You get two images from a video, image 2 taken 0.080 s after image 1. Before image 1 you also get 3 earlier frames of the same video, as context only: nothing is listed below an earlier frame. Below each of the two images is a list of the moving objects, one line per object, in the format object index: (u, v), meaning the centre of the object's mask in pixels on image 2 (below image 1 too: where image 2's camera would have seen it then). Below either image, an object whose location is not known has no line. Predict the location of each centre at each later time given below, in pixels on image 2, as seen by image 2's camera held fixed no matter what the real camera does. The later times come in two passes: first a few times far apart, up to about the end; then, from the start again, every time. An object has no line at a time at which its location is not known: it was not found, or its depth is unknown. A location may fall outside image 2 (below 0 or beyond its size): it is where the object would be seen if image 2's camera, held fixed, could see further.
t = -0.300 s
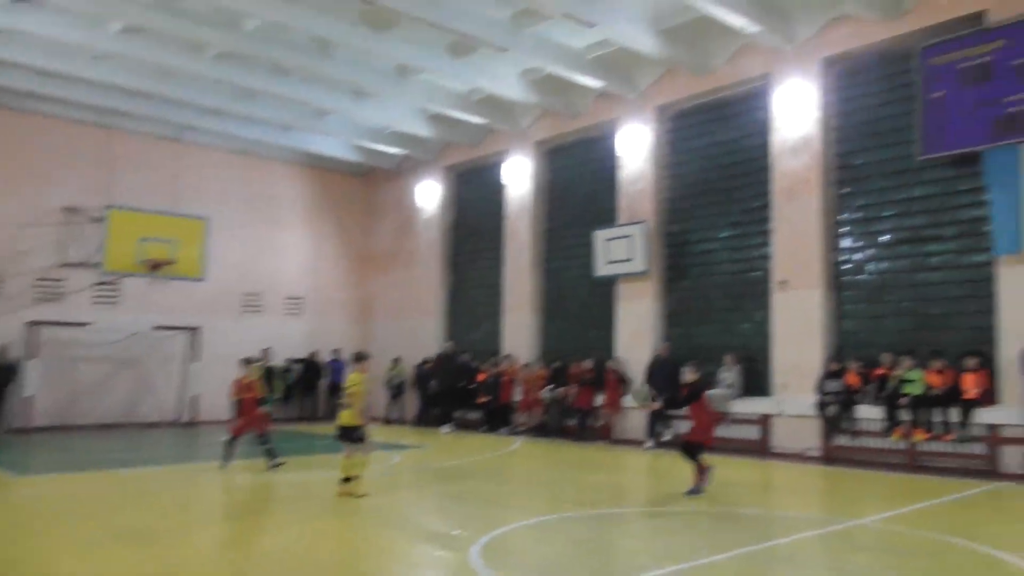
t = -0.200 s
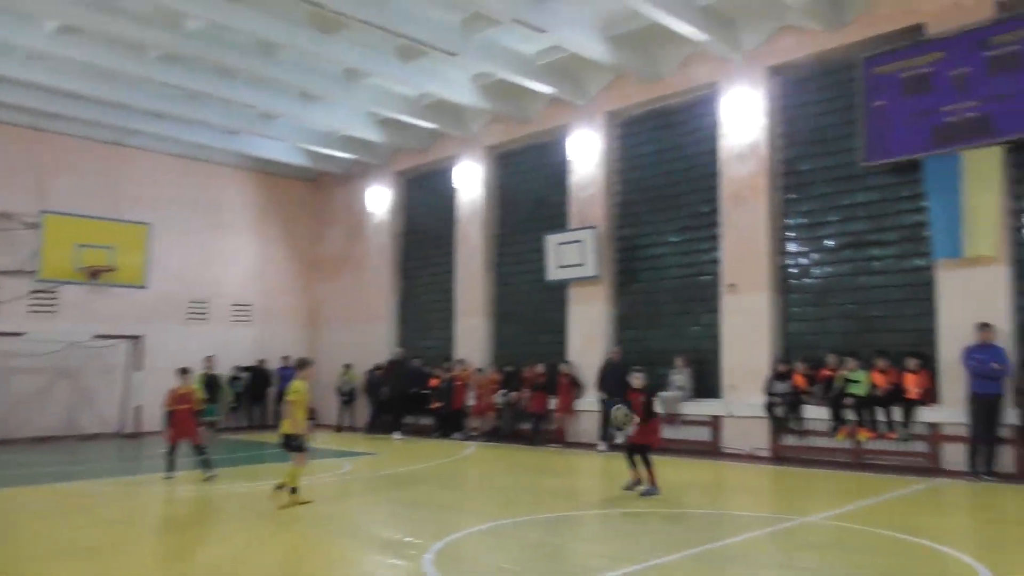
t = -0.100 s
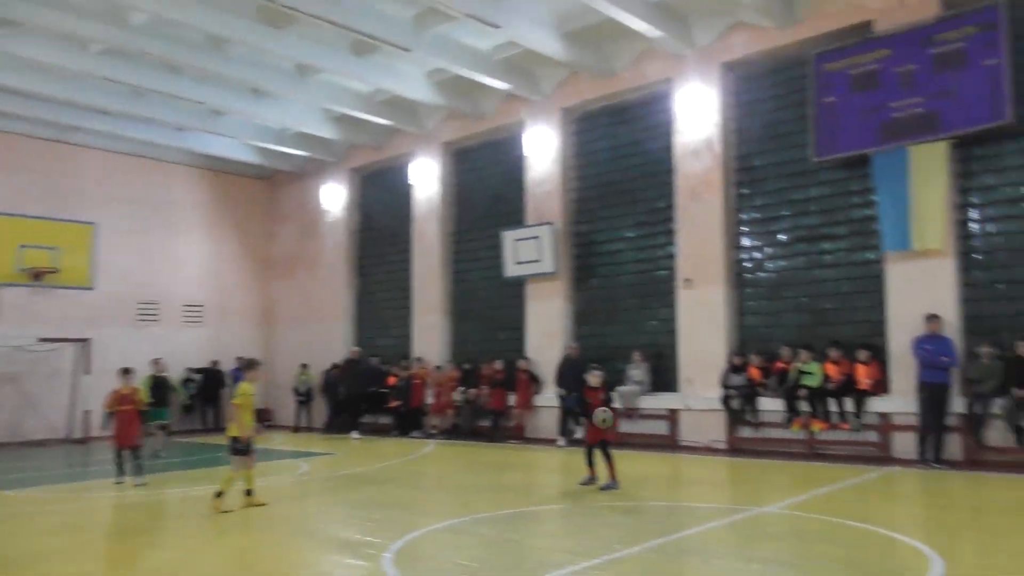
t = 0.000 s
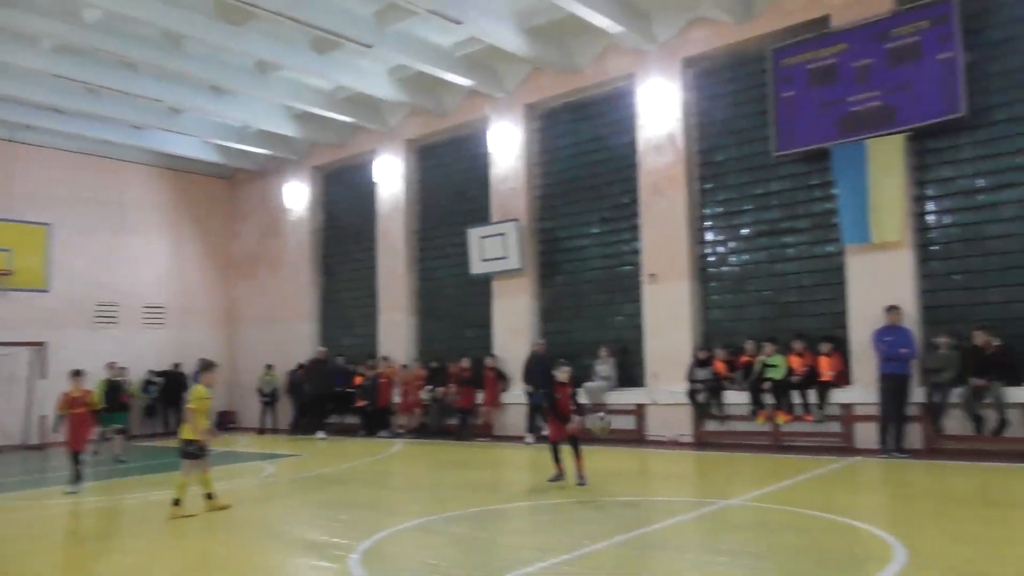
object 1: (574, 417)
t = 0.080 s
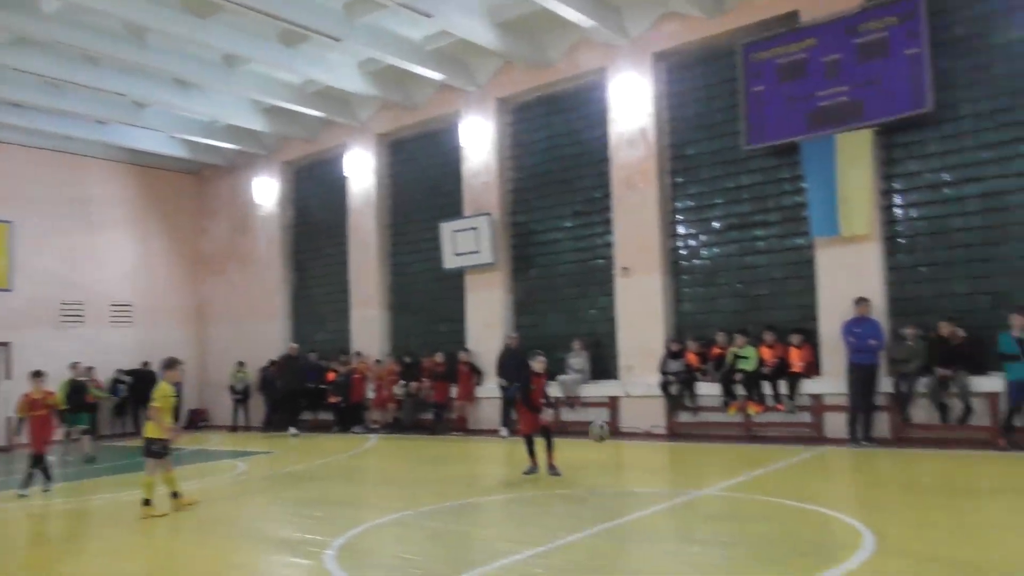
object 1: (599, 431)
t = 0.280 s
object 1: (656, 465)
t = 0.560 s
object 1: (706, 463)
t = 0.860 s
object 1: (765, 481)
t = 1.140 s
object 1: (822, 488)
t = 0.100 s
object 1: (605, 436)
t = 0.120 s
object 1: (612, 441)
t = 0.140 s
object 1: (619, 447)
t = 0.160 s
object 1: (625, 454)
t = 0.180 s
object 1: (633, 461)
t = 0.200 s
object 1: (639, 468)
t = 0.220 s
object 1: (646, 474)
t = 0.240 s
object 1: (649, 471)
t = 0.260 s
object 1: (653, 468)
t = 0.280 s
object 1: (656, 465)
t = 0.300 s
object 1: (658, 462)
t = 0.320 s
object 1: (662, 460)
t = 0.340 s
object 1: (665, 459)
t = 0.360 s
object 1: (668, 457)
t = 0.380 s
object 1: (672, 455)
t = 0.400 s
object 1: (675, 455)
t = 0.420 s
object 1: (679, 454)
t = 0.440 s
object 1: (682, 454)
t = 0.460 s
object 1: (686, 454)
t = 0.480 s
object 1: (690, 455)
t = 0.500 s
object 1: (694, 457)
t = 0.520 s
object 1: (698, 459)
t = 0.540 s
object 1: (702, 461)
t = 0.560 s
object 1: (706, 463)
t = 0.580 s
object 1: (710, 467)
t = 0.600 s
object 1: (714, 470)
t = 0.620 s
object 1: (719, 474)
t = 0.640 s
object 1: (723, 479)
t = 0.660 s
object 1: (726, 480)
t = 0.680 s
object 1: (730, 478)
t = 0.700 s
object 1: (733, 476)
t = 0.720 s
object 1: (737, 475)
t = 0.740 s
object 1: (741, 474)
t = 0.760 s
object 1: (744, 475)
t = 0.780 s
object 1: (748, 475)
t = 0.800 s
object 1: (752, 476)
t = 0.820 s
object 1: (756, 476)
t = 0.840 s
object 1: (760, 478)
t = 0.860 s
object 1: (765, 481)
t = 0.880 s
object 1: (768, 483)
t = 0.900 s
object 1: (773, 483)
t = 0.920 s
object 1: (777, 483)
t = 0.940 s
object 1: (781, 483)
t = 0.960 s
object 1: (785, 482)
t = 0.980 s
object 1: (789, 483)
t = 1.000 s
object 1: (793, 484)
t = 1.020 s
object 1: (796, 486)
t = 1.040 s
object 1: (800, 486)
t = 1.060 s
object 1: (805, 485)
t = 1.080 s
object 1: (809, 486)
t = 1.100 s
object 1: (813, 487)
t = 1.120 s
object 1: (818, 487)
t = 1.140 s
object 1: (822, 488)
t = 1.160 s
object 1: (826, 488)
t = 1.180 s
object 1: (830, 488)
